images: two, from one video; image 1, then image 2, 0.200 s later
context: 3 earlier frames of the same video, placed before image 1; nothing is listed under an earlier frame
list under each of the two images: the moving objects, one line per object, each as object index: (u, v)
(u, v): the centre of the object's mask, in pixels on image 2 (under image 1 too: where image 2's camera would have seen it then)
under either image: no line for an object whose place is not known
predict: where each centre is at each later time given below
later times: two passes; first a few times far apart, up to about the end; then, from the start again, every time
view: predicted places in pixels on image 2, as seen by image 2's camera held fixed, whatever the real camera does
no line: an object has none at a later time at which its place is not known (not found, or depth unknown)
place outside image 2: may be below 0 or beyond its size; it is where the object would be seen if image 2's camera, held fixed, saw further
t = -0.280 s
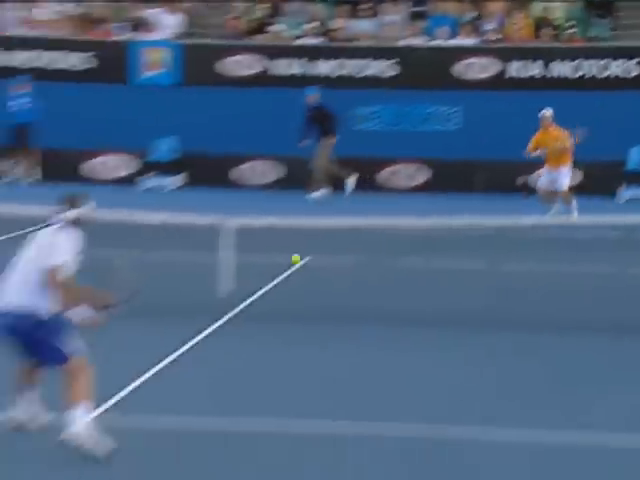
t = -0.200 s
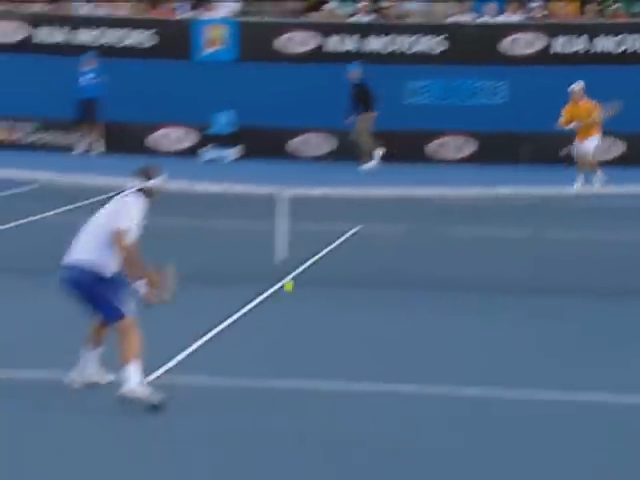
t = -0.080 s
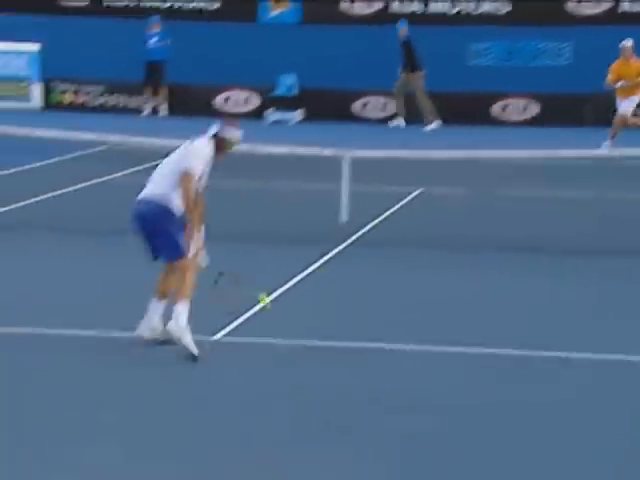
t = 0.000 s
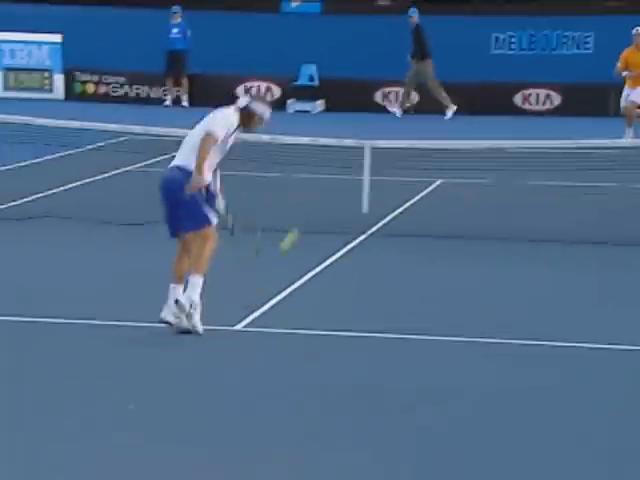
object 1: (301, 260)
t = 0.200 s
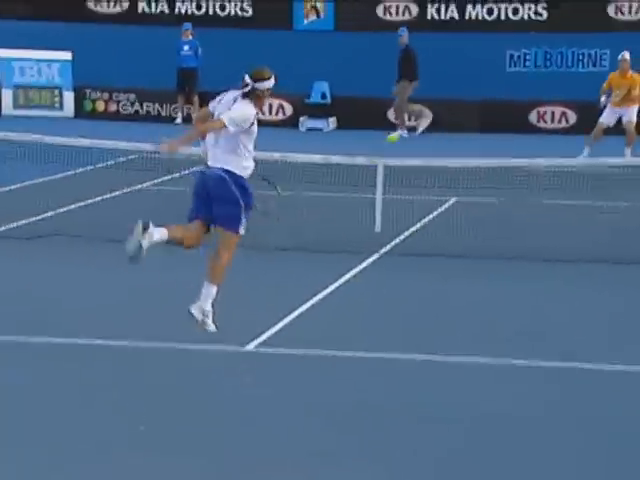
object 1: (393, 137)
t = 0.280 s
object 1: (422, 113)
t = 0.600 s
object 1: (508, 93)
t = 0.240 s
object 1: (406, 123)
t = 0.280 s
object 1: (422, 113)
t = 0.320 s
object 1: (434, 103)
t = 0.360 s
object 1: (447, 97)
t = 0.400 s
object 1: (458, 92)
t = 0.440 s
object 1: (469, 89)
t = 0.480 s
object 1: (480, 87)
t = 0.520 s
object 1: (490, 88)
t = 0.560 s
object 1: (499, 90)
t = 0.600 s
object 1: (508, 93)
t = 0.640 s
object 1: (516, 98)
